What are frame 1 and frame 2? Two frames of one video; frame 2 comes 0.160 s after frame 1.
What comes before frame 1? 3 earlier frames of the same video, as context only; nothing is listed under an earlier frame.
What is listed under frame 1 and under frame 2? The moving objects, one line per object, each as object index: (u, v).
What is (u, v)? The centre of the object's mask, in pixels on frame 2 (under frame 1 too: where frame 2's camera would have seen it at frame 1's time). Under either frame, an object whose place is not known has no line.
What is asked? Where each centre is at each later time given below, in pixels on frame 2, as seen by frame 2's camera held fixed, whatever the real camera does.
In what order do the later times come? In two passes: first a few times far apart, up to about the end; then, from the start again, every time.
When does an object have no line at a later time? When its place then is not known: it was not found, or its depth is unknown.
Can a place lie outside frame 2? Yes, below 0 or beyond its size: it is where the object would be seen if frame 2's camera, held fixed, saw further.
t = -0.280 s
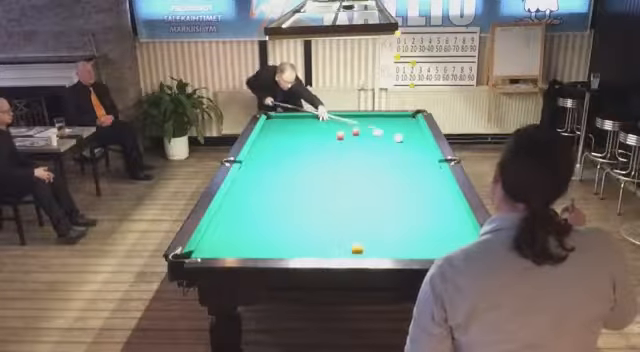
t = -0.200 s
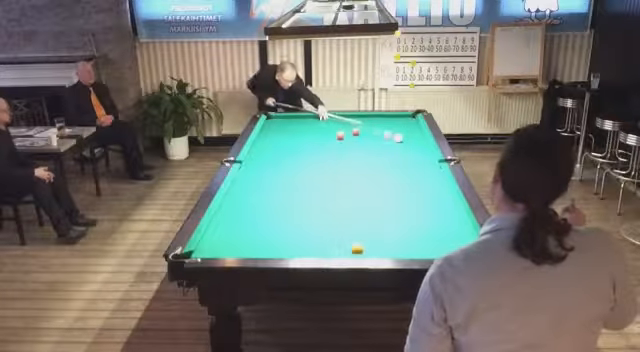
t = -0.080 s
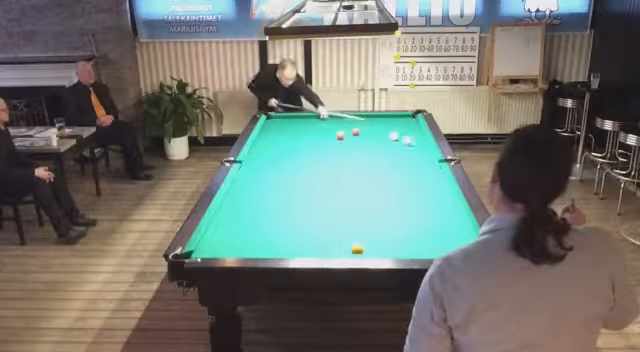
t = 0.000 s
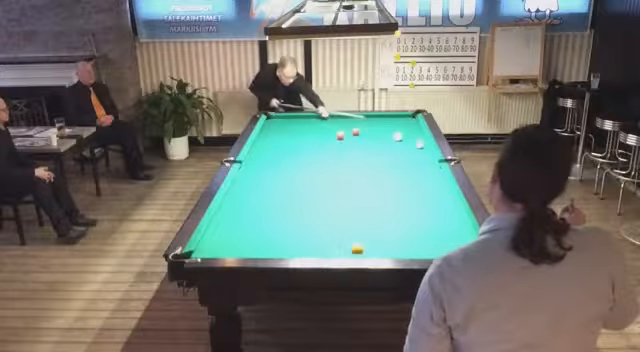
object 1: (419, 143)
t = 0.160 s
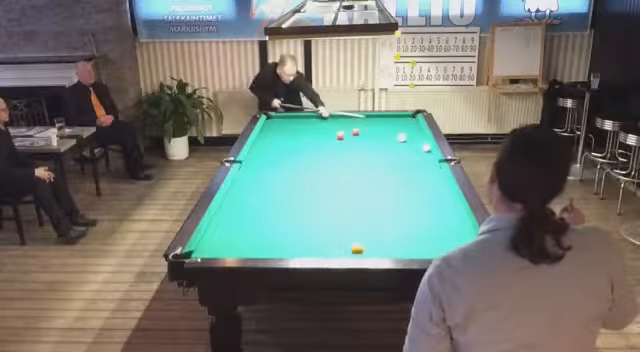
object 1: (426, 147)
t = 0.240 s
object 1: (422, 149)
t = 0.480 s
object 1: (413, 155)
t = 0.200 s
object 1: (423, 149)
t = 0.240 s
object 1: (422, 149)
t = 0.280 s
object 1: (420, 150)
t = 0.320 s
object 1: (419, 151)
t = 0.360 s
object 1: (419, 151)
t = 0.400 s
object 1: (418, 152)
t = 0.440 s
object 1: (417, 152)
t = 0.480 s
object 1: (413, 155)
